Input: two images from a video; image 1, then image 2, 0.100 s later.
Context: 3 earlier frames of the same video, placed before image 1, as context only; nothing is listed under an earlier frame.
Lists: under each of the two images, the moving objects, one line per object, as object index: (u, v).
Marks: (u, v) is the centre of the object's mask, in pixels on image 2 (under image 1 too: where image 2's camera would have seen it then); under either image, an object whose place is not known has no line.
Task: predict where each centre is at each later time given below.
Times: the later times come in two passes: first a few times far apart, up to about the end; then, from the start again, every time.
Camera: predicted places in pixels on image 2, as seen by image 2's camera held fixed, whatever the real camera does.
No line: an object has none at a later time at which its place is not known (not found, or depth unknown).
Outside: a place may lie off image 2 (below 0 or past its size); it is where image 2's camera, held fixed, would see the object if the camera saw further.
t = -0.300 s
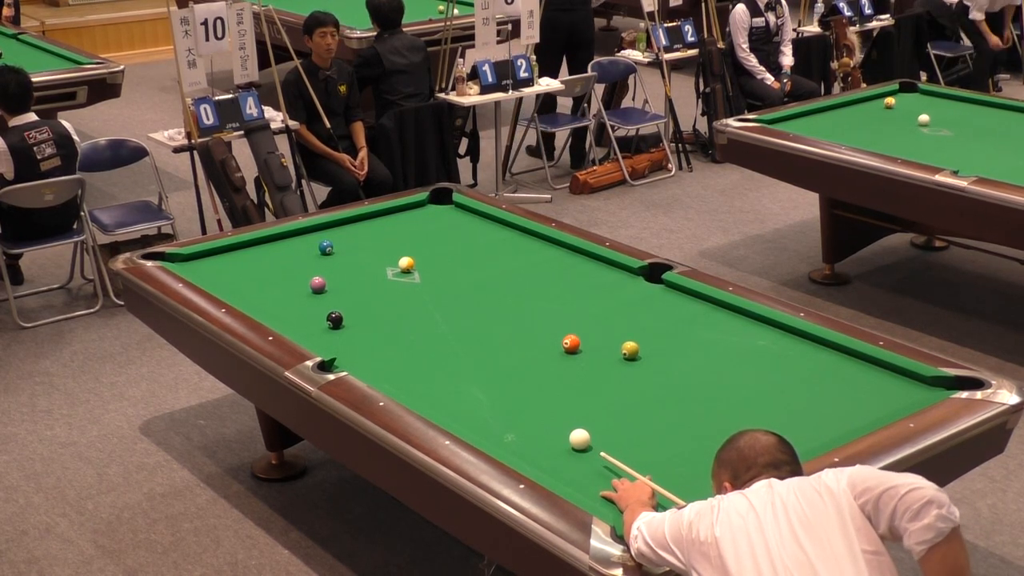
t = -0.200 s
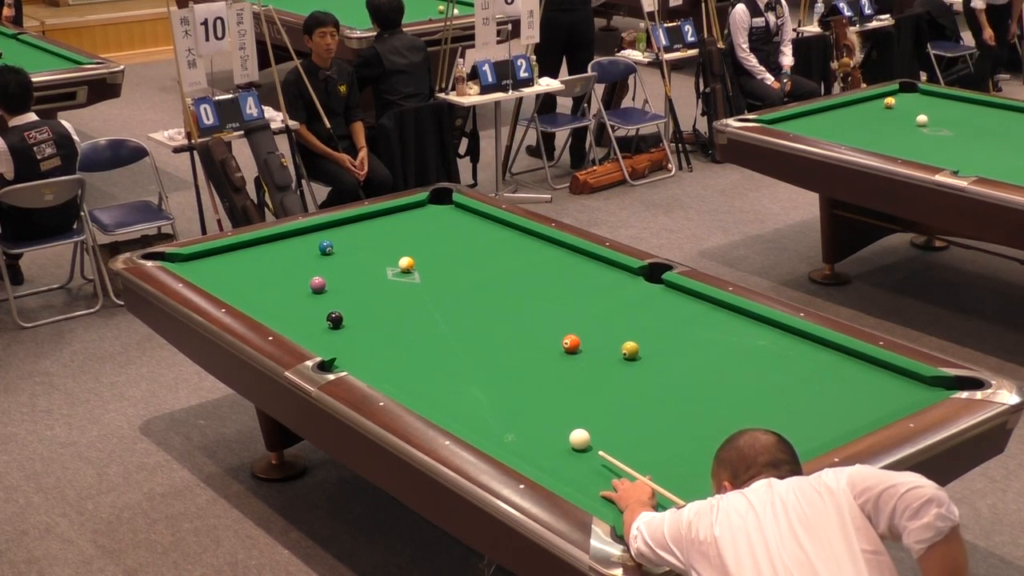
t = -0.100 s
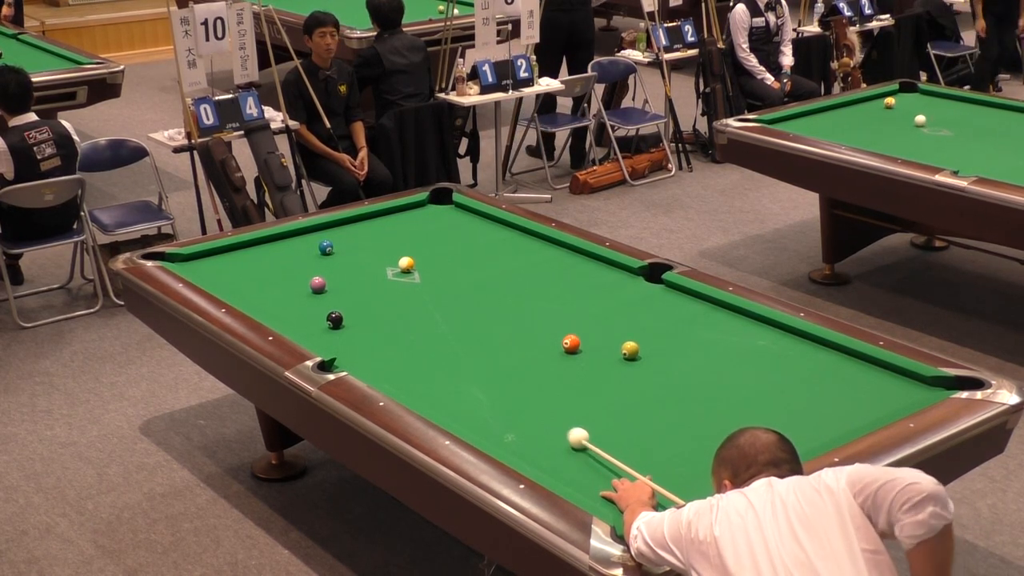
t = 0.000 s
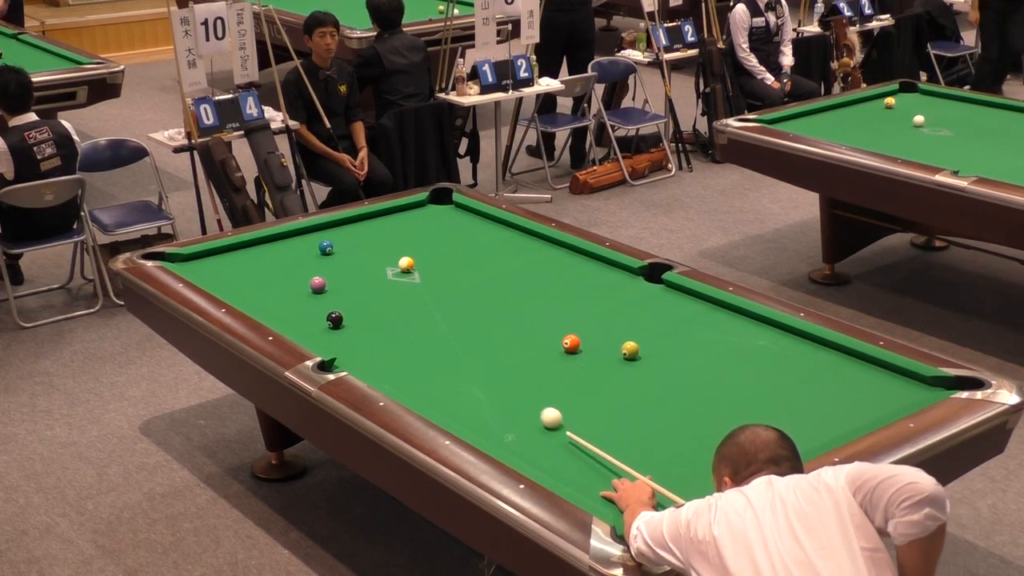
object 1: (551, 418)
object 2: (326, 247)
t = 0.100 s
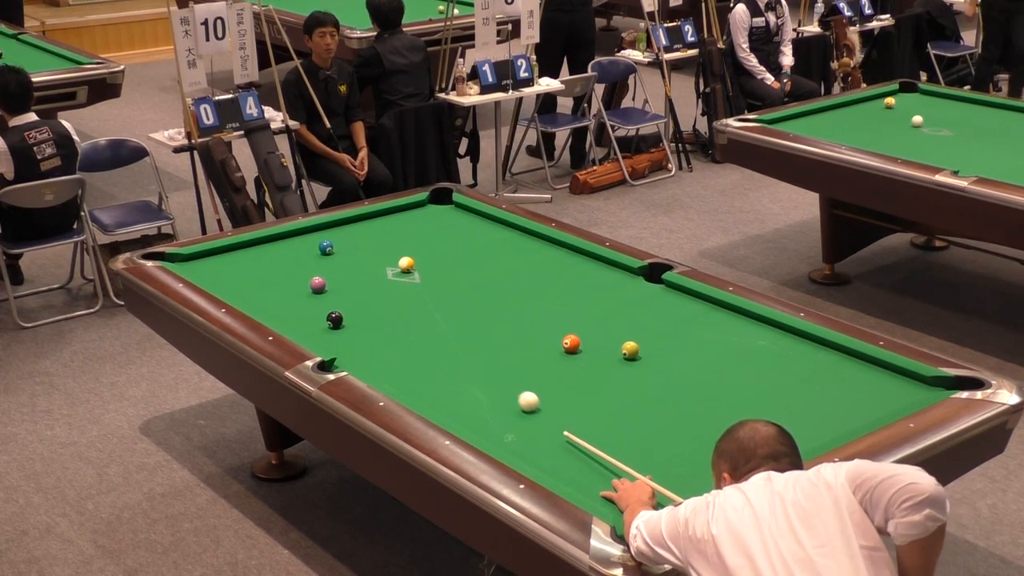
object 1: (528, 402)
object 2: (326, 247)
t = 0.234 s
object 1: (501, 382)
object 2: (326, 247)
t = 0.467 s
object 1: (457, 350)
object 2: (326, 247)
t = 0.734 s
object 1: (413, 319)
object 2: (326, 247)
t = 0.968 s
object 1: (379, 294)
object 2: (326, 247)
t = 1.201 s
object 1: (348, 272)
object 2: (326, 247)
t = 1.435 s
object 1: (321, 253)
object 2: (328, 245)
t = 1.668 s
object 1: (284, 246)
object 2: (336, 237)
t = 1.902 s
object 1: (258, 244)
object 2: (345, 228)
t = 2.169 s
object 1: (255, 254)
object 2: (354, 219)
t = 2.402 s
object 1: (252, 263)
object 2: (369, 218)
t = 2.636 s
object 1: (249, 272)
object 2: (384, 218)
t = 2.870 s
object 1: (246, 281)
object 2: (397, 217)
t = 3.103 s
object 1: (243, 290)
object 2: (409, 217)
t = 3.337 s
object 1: (242, 297)
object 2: (420, 217)
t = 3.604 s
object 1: (256, 300)
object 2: (431, 216)
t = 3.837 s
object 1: (267, 303)
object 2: (439, 216)
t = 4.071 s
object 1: (278, 305)
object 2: (447, 216)
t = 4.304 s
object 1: (288, 307)
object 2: (453, 215)
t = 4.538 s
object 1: (296, 308)
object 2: (458, 215)
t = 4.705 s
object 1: (302, 309)
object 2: (462, 215)
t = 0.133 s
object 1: (521, 396)
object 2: (326, 247)
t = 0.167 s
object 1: (514, 391)
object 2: (326, 247)
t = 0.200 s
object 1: (507, 386)
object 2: (326, 247)
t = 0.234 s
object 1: (501, 382)
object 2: (326, 247)
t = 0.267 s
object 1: (494, 377)
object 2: (326, 247)
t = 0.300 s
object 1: (488, 372)
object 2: (326, 247)
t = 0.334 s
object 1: (481, 368)
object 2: (326, 247)
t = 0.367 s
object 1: (475, 363)
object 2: (326, 247)
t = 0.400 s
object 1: (469, 359)
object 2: (326, 247)
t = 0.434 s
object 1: (463, 355)
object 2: (326, 247)
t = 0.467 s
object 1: (457, 350)
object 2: (326, 247)
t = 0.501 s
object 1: (451, 346)
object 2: (326, 247)
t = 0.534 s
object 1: (445, 342)
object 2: (326, 247)
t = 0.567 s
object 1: (440, 338)
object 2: (326, 247)
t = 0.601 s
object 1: (434, 334)
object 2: (326, 247)
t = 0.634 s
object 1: (429, 330)
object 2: (326, 247)
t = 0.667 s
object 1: (423, 326)
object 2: (325, 247)
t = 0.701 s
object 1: (418, 323)
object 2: (326, 247)
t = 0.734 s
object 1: (413, 319)
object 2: (326, 247)
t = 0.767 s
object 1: (408, 315)
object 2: (326, 247)
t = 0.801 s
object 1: (403, 312)
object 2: (326, 247)
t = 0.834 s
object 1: (398, 308)
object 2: (325, 247)
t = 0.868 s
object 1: (393, 304)
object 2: (326, 247)
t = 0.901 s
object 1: (388, 301)
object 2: (326, 247)
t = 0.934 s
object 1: (384, 298)
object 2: (326, 247)
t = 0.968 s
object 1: (379, 294)
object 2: (326, 247)
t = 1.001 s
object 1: (374, 291)
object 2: (326, 247)
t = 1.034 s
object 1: (370, 288)
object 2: (326, 247)
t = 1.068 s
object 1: (365, 285)
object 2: (326, 247)
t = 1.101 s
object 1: (361, 282)
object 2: (326, 247)
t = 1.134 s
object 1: (357, 279)
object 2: (326, 247)
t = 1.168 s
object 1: (353, 275)
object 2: (326, 247)
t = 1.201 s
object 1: (348, 272)
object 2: (326, 247)
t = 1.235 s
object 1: (344, 270)
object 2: (326, 247)
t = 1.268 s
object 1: (340, 267)
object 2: (326, 247)
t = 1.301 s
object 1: (336, 264)
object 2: (326, 247)
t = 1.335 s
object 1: (332, 261)
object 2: (325, 247)
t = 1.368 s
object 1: (328, 258)
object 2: (325, 245)
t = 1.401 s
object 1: (325, 255)
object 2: (326, 244)
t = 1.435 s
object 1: (321, 253)
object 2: (328, 245)
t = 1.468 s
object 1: (315, 252)
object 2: (328, 246)
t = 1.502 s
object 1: (310, 251)
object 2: (329, 245)
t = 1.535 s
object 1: (305, 250)
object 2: (330, 242)
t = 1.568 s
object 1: (300, 249)
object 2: (332, 241)
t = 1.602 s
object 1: (294, 248)
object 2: (333, 239)
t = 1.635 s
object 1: (289, 247)
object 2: (335, 238)
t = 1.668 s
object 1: (284, 246)
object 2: (336, 237)
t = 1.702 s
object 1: (279, 245)
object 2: (338, 236)
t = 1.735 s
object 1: (274, 244)
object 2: (339, 235)
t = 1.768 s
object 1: (269, 243)
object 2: (340, 233)
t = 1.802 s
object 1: (264, 242)
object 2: (341, 232)
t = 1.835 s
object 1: (259, 241)
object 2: (342, 231)
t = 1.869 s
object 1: (258, 243)
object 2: (343, 230)
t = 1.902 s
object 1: (258, 244)
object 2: (345, 228)
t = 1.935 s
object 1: (257, 246)
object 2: (346, 227)
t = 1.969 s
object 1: (257, 247)
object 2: (347, 226)
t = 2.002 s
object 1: (257, 248)
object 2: (349, 225)
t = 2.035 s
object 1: (256, 249)
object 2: (350, 224)
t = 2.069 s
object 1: (256, 250)
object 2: (351, 223)
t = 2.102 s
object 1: (256, 252)
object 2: (352, 222)
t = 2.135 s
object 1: (255, 253)
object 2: (353, 221)
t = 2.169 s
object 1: (255, 254)
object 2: (354, 219)
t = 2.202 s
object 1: (254, 256)
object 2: (357, 219)
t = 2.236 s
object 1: (254, 257)
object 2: (359, 219)
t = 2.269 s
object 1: (254, 258)
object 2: (361, 219)
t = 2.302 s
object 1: (253, 260)
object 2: (363, 219)
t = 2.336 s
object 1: (253, 261)
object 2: (365, 219)
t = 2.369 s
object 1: (252, 262)
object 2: (367, 219)
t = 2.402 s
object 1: (252, 263)
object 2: (369, 218)
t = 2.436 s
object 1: (252, 265)
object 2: (372, 218)
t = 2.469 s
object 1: (251, 266)
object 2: (374, 218)
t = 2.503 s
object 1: (251, 267)
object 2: (376, 218)
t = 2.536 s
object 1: (250, 268)
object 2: (378, 218)
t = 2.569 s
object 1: (250, 270)
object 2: (380, 218)
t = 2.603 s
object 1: (250, 271)
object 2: (382, 218)
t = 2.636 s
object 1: (249, 272)
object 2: (384, 218)
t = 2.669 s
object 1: (249, 273)
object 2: (385, 218)
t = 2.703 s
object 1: (248, 275)
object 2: (387, 218)
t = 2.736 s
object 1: (248, 276)
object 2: (390, 218)
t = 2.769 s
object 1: (247, 277)
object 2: (391, 218)
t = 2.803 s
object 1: (247, 279)
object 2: (393, 218)
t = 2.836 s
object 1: (247, 280)
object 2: (395, 217)
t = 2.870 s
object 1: (246, 281)
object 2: (397, 217)
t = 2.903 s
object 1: (246, 282)
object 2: (399, 217)
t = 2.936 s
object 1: (245, 284)
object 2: (400, 217)
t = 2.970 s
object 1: (245, 285)
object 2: (402, 217)
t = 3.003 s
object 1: (244, 286)
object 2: (404, 218)
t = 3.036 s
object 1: (244, 287)
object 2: (406, 217)
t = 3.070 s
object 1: (243, 288)
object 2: (407, 217)
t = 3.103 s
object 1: (243, 290)
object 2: (409, 217)
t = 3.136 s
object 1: (243, 291)
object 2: (410, 217)
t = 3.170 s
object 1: (242, 292)
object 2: (412, 217)
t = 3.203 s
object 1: (243, 293)
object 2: (414, 217)
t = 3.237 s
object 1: (242, 294)
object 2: (415, 217)
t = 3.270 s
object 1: (242, 295)
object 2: (417, 217)
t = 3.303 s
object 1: (241, 295)
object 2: (418, 217)
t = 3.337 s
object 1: (242, 297)
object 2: (420, 217)
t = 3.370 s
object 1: (243, 297)
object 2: (421, 217)
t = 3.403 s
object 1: (245, 298)
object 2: (423, 217)
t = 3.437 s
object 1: (247, 298)
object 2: (424, 217)
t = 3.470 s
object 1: (249, 298)
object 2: (425, 217)
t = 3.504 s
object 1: (251, 299)
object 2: (427, 217)
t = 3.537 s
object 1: (253, 299)
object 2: (428, 217)
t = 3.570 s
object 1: (254, 300)
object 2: (429, 217)
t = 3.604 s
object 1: (256, 300)
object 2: (431, 216)
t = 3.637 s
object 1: (257, 301)
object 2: (432, 216)
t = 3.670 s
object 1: (259, 301)
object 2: (433, 216)
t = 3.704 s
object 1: (261, 301)
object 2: (434, 216)
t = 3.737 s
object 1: (262, 302)
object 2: (436, 216)
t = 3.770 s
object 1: (264, 302)
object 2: (437, 216)
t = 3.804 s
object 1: (266, 302)
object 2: (438, 217)
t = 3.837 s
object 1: (267, 303)
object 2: (439, 216)
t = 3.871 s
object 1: (269, 303)
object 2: (440, 216)
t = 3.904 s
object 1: (270, 303)
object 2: (442, 216)
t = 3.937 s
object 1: (272, 304)
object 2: (443, 216)
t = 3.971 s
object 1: (274, 304)
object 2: (444, 216)
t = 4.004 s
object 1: (275, 304)
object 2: (445, 216)
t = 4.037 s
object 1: (277, 304)
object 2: (446, 216)
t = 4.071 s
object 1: (278, 305)
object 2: (447, 216)
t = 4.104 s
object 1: (280, 305)
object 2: (448, 217)
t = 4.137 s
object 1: (281, 305)
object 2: (448, 216)
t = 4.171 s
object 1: (282, 305)
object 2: (449, 216)
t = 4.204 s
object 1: (284, 306)
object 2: (450, 216)
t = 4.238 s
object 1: (285, 306)
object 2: (451, 215)
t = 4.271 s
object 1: (287, 306)
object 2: (452, 216)
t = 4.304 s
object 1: (288, 307)
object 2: (453, 215)
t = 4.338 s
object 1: (289, 307)
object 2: (454, 215)
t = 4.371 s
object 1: (290, 307)
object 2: (455, 215)
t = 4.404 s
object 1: (292, 307)
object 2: (455, 215)
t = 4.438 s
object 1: (293, 307)
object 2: (456, 215)
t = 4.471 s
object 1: (294, 308)
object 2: (457, 215)
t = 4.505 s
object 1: (295, 308)
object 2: (458, 215)
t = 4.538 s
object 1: (296, 308)
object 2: (458, 215)
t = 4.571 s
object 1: (297, 308)
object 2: (459, 215)
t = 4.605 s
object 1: (298, 309)
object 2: (460, 215)
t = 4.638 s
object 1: (300, 309)
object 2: (460, 215)
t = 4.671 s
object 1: (300, 309)
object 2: (461, 215)
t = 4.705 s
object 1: (302, 309)
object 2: (462, 215)
